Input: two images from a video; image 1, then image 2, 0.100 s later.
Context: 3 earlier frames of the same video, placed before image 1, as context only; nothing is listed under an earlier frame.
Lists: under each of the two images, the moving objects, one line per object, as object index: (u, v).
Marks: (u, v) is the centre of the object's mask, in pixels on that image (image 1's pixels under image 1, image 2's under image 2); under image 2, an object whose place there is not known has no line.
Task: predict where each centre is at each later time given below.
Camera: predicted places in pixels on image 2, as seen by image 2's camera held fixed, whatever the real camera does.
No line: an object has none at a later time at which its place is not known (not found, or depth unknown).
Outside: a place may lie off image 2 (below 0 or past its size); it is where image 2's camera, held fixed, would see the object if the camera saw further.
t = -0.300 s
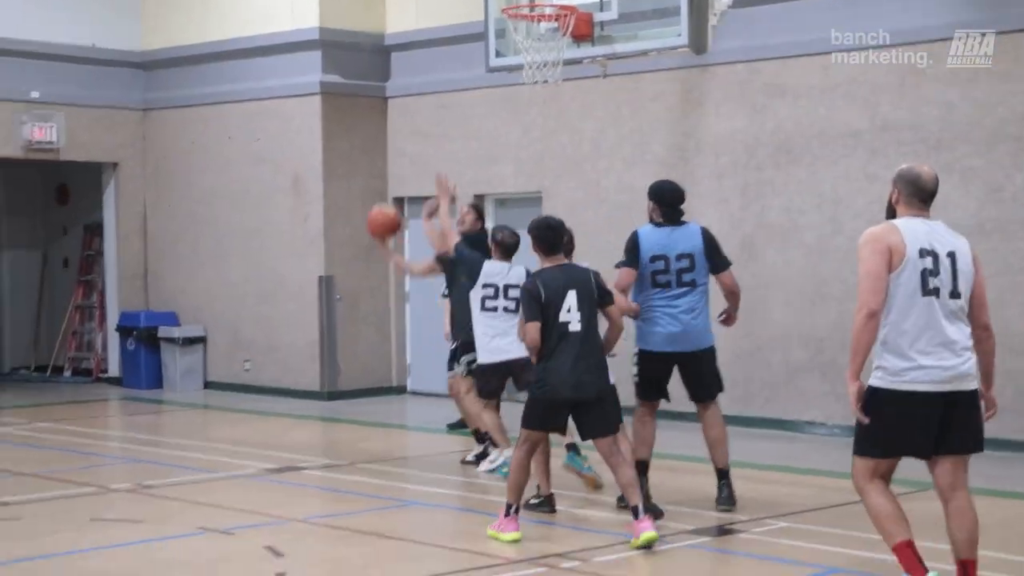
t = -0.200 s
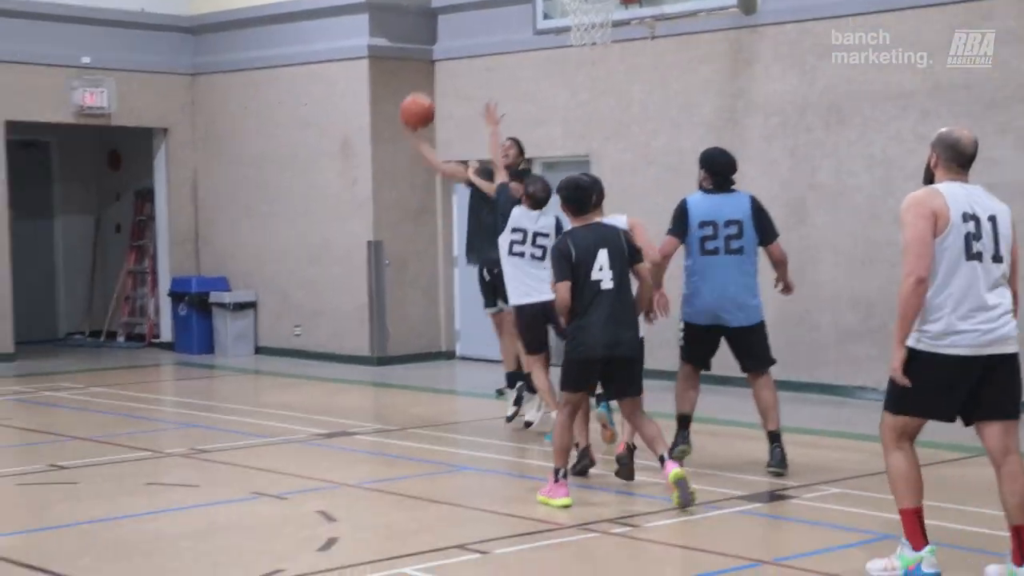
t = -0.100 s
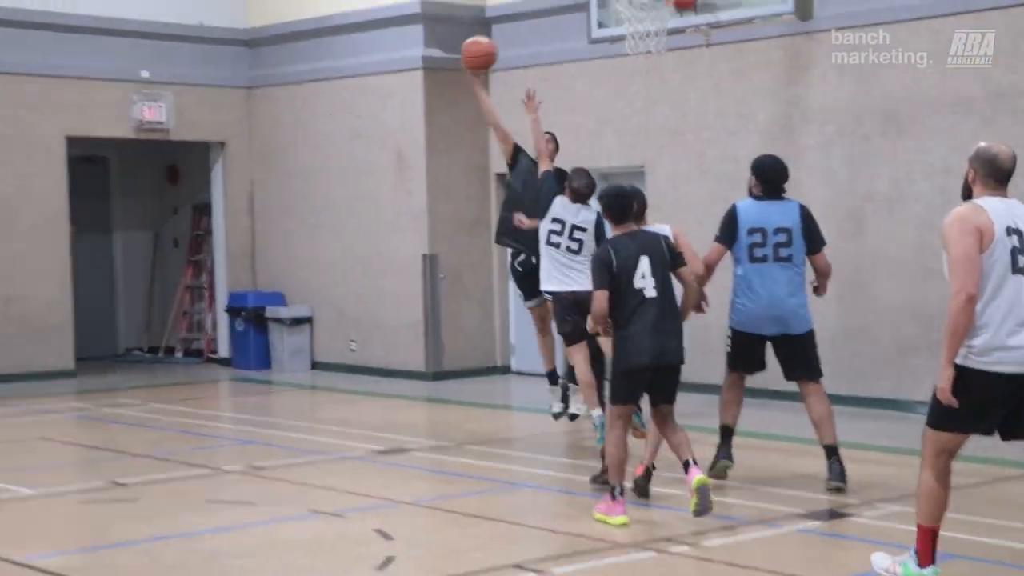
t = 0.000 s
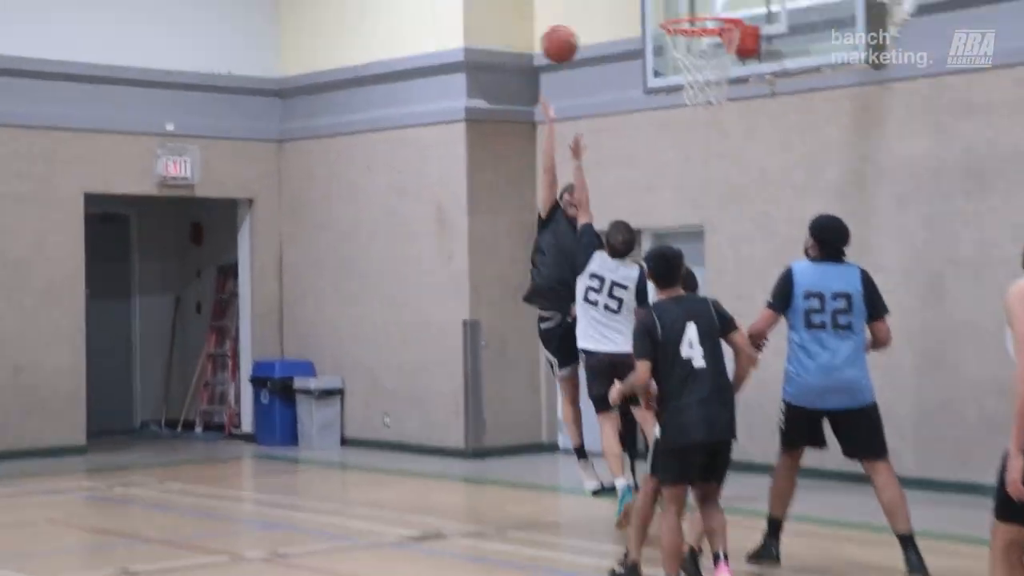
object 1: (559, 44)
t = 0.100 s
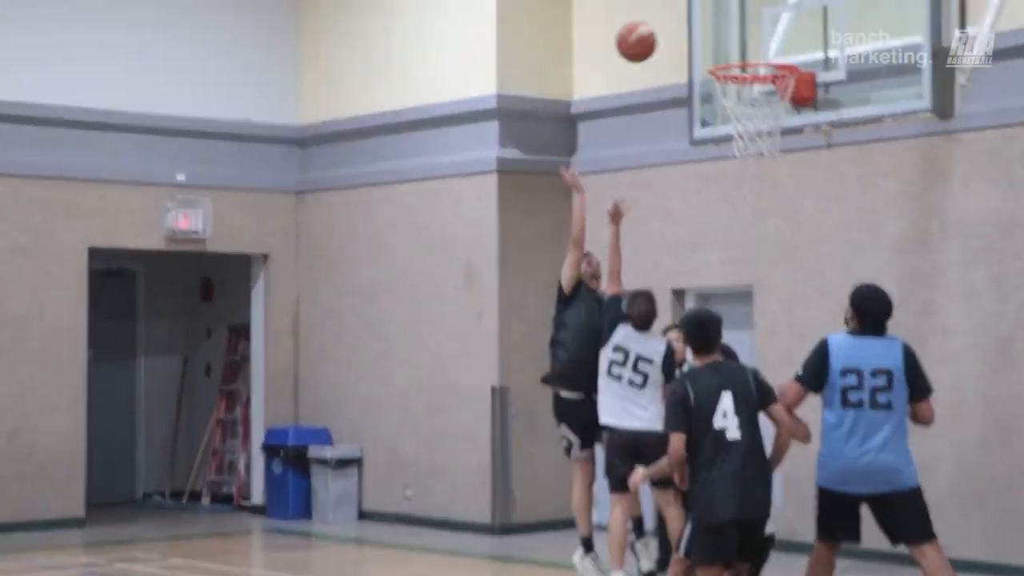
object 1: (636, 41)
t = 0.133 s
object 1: (650, 29)
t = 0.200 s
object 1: (675, 10)
